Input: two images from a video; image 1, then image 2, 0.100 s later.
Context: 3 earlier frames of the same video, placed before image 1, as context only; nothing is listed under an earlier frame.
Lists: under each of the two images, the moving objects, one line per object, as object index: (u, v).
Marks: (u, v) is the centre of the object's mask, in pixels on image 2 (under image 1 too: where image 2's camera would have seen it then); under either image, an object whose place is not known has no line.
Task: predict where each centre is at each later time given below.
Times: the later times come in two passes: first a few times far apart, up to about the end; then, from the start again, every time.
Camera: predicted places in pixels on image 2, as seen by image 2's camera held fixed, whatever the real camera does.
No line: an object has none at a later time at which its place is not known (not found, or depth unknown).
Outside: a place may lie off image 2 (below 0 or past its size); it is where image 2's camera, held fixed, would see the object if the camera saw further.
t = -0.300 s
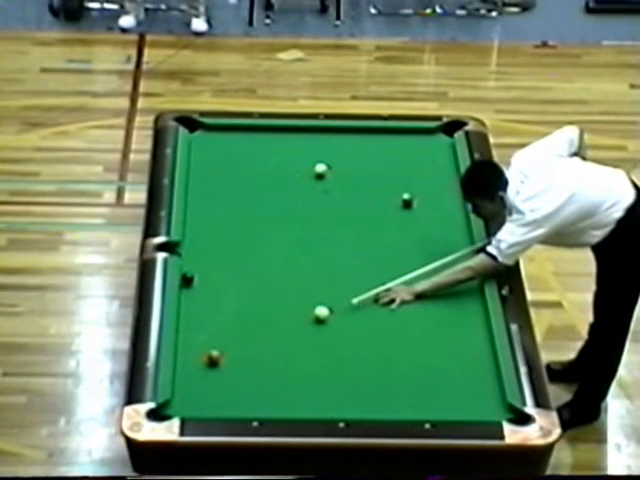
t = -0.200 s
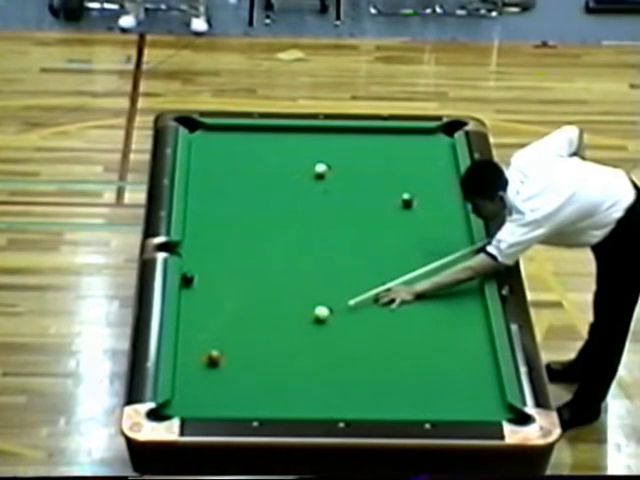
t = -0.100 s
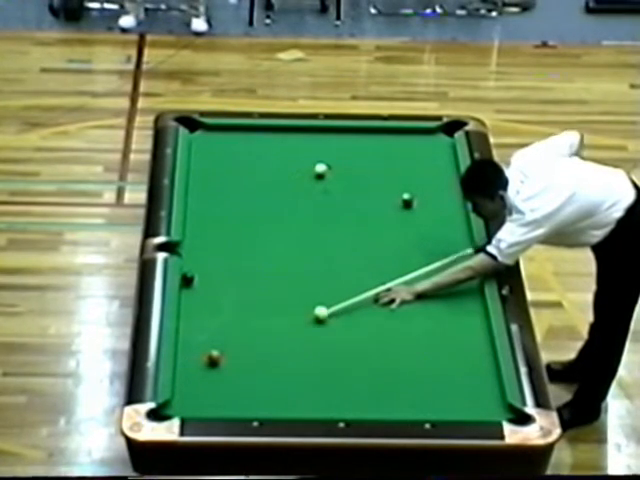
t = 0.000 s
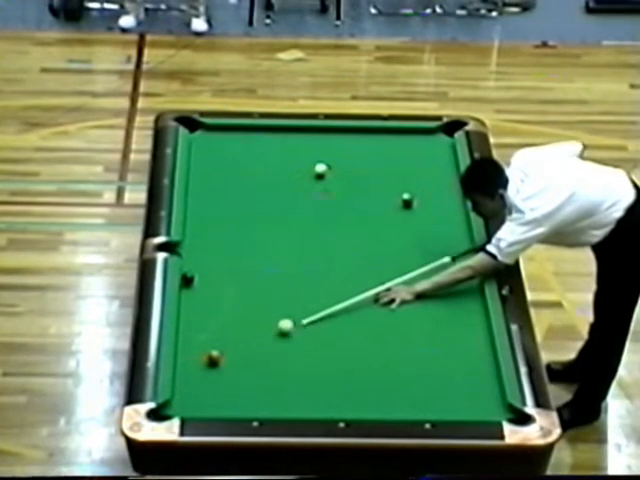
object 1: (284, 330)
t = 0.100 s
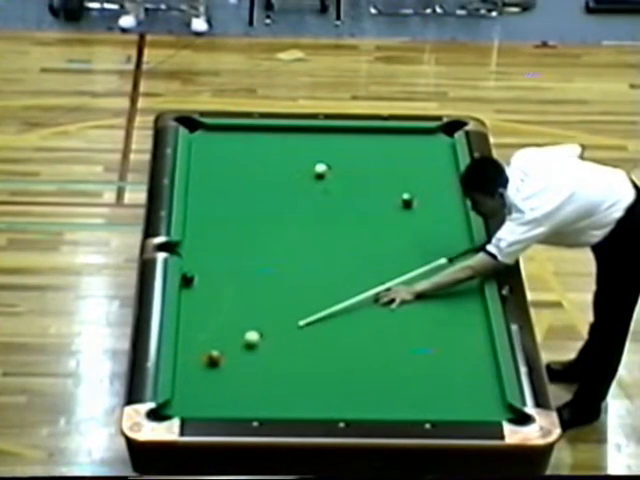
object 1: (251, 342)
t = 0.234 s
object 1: (217, 352)
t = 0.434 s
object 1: (187, 345)
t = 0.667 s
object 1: (195, 337)
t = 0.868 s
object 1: (209, 330)
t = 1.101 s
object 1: (224, 322)
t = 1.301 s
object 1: (236, 316)
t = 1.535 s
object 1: (248, 309)
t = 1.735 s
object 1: (259, 304)
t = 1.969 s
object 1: (270, 298)
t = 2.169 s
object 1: (278, 294)
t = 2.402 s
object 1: (288, 288)
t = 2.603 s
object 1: (297, 284)
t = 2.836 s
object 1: (305, 280)
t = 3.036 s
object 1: (312, 276)
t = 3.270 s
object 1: (318, 273)
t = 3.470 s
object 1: (324, 270)
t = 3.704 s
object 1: (330, 267)
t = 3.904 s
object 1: (334, 264)
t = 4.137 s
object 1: (339, 261)
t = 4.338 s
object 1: (342, 259)
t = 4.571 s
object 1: (345, 257)
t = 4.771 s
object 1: (347, 256)
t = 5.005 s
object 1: (349, 254)
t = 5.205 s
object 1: (351, 254)
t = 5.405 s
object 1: (351, 253)
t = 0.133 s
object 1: (240, 346)
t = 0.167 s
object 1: (231, 349)
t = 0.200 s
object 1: (223, 351)
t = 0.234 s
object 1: (217, 352)
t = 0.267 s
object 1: (210, 351)
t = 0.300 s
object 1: (206, 349)
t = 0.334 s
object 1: (201, 348)
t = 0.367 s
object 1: (196, 347)
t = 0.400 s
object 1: (192, 346)
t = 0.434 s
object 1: (187, 345)
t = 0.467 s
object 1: (183, 344)
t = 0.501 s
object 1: (183, 343)
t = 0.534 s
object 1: (186, 342)
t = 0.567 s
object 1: (188, 340)
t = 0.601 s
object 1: (191, 339)
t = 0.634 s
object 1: (193, 338)
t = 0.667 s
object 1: (195, 337)
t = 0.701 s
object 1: (198, 336)
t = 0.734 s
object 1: (200, 335)
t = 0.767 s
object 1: (202, 334)
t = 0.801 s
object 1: (204, 332)
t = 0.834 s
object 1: (207, 331)
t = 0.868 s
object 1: (209, 330)
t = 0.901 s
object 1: (211, 329)
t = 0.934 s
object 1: (213, 328)
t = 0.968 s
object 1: (215, 327)
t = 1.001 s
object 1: (217, 326)
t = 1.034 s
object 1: (220, 324)
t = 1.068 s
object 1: (222, 323)
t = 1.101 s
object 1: (224, 322)
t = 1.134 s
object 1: (226, 321)
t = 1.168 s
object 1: (228, 320)
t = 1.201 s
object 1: (230, 319)
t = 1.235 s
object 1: (232, 318)
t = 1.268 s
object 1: (234, 317)
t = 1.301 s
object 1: (236, 316)
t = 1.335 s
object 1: (238, 315)
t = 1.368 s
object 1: (239, 314)
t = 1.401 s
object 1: (241, 313)
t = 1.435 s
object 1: (243, 312)
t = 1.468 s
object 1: (245, 311)
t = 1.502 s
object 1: (247, 310)
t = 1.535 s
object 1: (248, 309)
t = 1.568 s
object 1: (250, 308)
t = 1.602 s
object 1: (252, 307)
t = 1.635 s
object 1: (254, 306)
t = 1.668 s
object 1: (256, 306)
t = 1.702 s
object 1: (257, 305)
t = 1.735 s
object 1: (259, 304)
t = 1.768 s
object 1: (261, 303)
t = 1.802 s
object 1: (262, 302)
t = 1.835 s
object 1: (264, 301)
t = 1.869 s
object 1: (265, 300)
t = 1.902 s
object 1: (267, 300)
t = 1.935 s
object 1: (269, 299)
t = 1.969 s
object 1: (270, 298)
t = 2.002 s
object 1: (272, 297)
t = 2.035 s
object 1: (274, 297)
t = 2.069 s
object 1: (274, 296)
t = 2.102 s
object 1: (275, 295)
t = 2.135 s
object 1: (277, 295)
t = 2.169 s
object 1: (278, 294)
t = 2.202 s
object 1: (280, 293)
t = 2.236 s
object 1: (281, 292)
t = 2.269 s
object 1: (283, 292)
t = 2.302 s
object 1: (284, 291)
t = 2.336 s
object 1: (286, 290)
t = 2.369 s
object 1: (287, 289)
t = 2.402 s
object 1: (288, 288)
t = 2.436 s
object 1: (290, 288)
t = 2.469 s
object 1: (291, 287)
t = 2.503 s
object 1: (293, 287)
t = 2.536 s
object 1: (294, 286)
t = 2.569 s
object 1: (296, 285)
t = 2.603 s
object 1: (297, 284)
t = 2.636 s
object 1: (298, 284)
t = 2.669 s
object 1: (299, 283)
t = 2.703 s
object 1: (301, 282)
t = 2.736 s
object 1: (302, 282)
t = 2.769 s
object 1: (303, 281)
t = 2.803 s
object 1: (304, 281)
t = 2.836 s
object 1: (305, 280)
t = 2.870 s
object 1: (306, 279)
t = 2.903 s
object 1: (308, 279)
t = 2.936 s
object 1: (309, 278)
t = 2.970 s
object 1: (310, 278)
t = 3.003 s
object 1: (311, 277)
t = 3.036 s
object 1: (312, 276)
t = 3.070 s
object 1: (313, 276)
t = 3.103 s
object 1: (314, 275)
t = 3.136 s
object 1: (315, 275)
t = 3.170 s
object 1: (316, 274)
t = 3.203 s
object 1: (317, 274)
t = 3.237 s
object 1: (318, 273)
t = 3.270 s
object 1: (318, 273)
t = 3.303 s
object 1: (320, 272)
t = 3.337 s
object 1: (321, 272)
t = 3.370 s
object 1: (322, 271)
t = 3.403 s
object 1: (322, 271)
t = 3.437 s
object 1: (324, 270)
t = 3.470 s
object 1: (324, 270)
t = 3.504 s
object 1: (325, 269)
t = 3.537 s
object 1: (326, 269)
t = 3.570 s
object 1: (327, 268)
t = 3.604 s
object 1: (327, 268)
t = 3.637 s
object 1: (328, 267)
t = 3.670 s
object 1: (329, 267)
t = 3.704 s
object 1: (330, 267)
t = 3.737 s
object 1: (331, 266)
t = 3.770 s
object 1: (331, 266)
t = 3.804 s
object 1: (332, 265)
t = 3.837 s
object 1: (332, 265)
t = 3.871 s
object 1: (333, 265)
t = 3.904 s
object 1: (334, 264)
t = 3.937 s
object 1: (335, 264)
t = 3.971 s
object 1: (335, 263)
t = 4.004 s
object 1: (336, 263)
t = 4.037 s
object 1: (337, 262)
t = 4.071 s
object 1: (337, 262)
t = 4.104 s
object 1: (338, 262)
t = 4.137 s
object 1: (339, 261)
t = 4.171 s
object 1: (339, 261)
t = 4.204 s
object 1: (340, 261)
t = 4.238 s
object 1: (340, 260)
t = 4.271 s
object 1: (341, 260)
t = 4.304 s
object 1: (342, 260)
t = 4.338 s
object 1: (342, 259)
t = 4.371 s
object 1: (343, 259)
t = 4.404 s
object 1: (343, 259)
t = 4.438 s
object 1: (343, 258)
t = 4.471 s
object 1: (344, 258)
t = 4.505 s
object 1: (344, 258)
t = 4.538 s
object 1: (345, 258)
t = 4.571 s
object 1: (345, 257)
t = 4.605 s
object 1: (345, 257)
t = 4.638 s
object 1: (346, 256)
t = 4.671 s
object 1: (346, 256)
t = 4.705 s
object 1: (347, 256)
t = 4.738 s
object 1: (347, 256)
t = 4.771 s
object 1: (347, 256)
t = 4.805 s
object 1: (348, 256)
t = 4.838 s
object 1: (348, 255)
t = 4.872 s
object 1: (348, 255)
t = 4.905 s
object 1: (348, 255)
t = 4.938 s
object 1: (349, 255)
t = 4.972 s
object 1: (349, 255)
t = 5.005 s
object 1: (349, 254)
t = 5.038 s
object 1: (349, 254)
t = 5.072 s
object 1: (350, 254)
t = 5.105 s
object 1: (350, 254)
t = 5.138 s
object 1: (350, 254)
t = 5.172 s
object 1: (351, 254)
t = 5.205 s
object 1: (351, 254)
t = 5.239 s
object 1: (351, 254)
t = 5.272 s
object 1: (351, 253)
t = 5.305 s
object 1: (351, 253)
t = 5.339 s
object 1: (351, 253)
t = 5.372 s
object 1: (351, 253)
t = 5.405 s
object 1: (351, 253)
